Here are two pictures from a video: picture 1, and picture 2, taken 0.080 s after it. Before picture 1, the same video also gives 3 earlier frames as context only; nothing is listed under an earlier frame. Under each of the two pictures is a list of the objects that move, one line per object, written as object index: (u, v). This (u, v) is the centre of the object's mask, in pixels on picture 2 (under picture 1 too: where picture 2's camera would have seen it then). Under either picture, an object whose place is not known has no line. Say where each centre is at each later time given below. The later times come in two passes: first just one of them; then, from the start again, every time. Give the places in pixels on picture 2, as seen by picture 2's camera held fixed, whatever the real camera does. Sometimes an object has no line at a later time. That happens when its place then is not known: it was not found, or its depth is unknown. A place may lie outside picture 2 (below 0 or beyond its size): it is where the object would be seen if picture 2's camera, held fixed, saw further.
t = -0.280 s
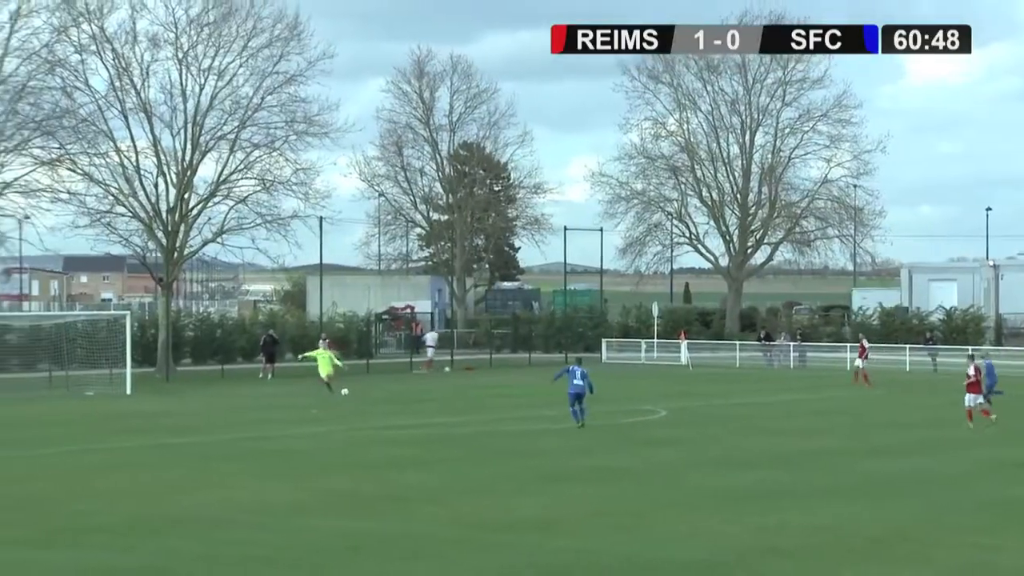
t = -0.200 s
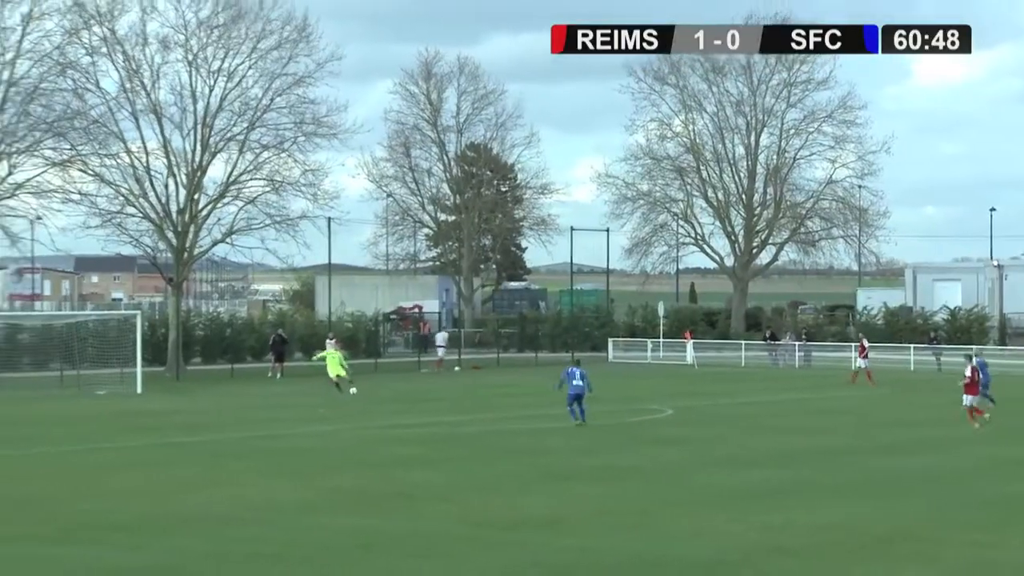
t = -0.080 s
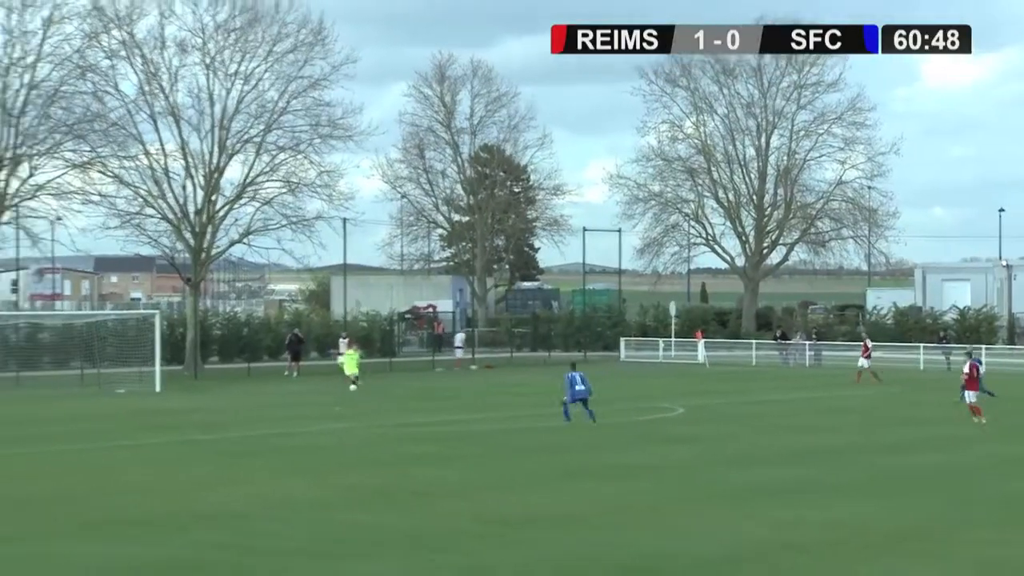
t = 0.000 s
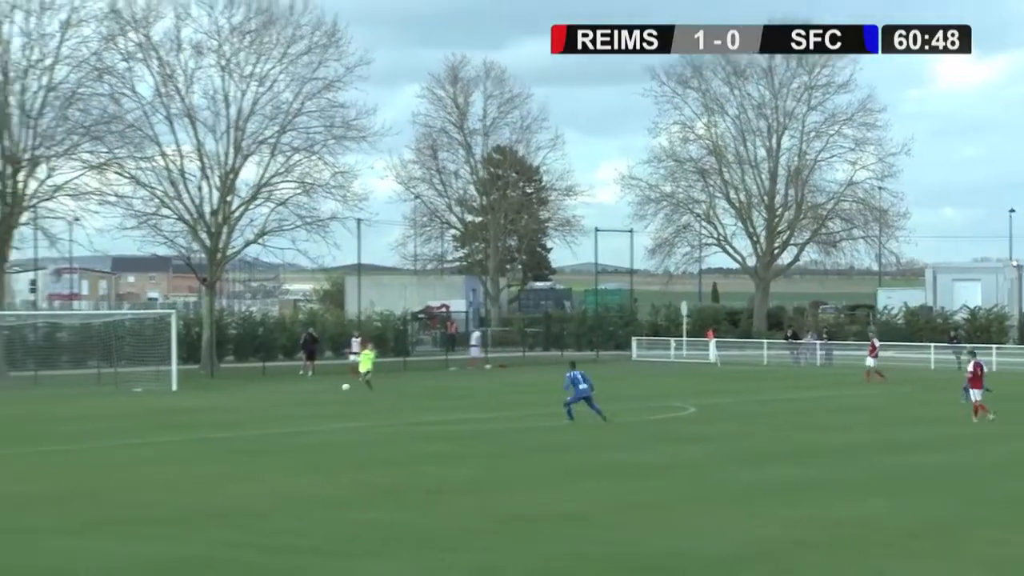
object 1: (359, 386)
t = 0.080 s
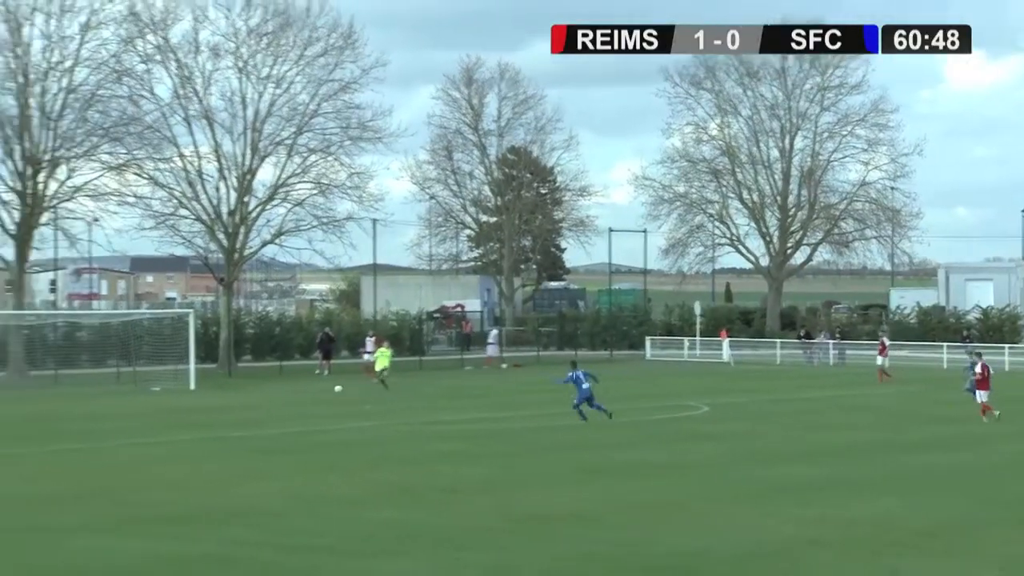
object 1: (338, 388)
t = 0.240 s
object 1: (287, 400)
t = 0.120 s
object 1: (326, 390)
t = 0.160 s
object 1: (313, 393)
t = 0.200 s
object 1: (301, 397)
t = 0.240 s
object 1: (287, 400)
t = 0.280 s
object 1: (275, 399)
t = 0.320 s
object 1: (262, 399)
